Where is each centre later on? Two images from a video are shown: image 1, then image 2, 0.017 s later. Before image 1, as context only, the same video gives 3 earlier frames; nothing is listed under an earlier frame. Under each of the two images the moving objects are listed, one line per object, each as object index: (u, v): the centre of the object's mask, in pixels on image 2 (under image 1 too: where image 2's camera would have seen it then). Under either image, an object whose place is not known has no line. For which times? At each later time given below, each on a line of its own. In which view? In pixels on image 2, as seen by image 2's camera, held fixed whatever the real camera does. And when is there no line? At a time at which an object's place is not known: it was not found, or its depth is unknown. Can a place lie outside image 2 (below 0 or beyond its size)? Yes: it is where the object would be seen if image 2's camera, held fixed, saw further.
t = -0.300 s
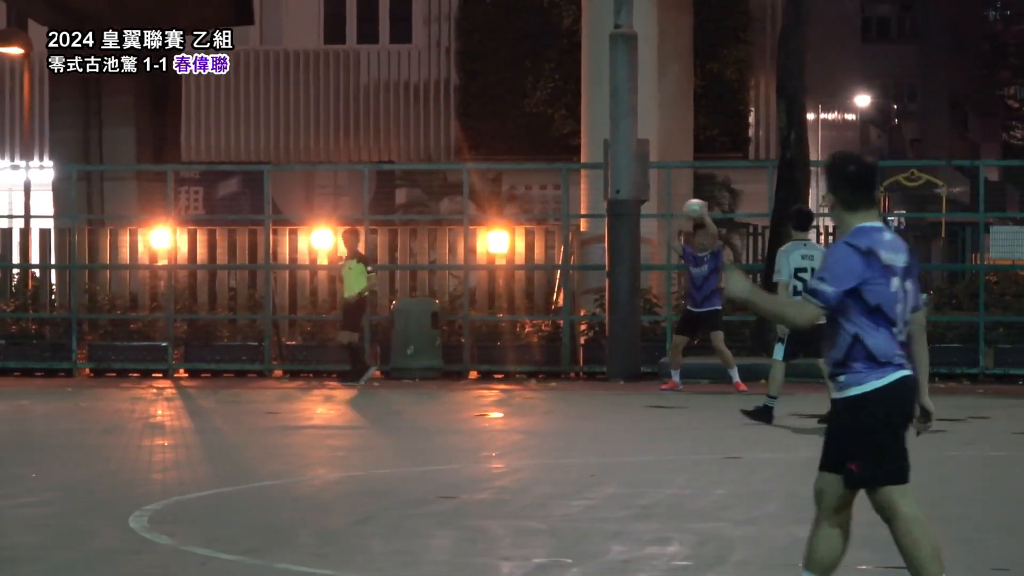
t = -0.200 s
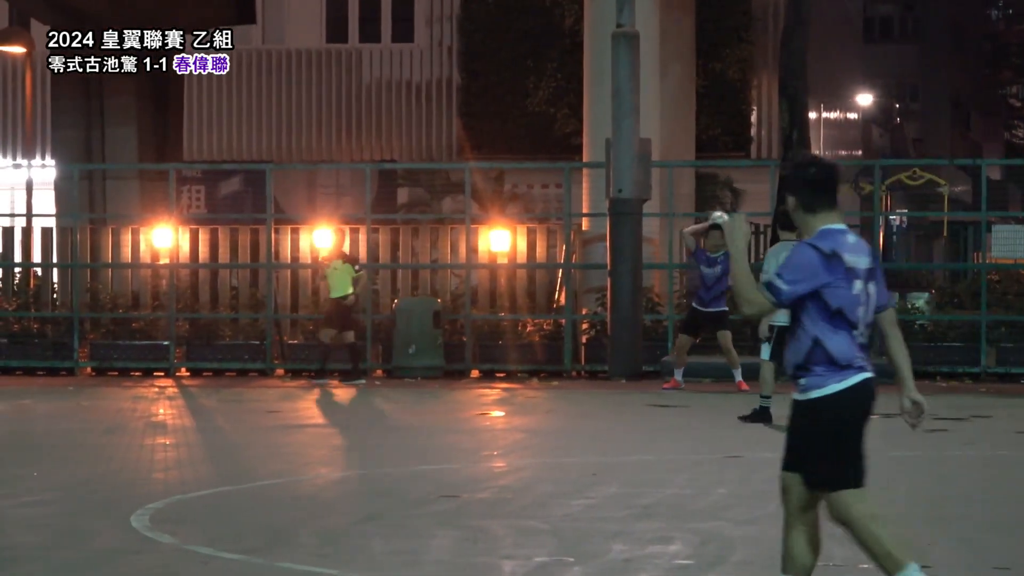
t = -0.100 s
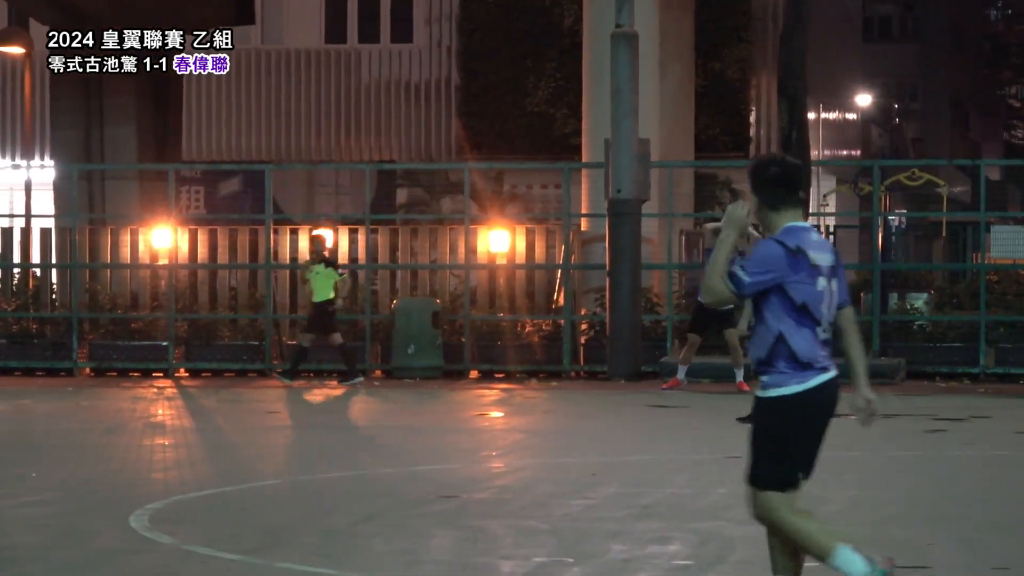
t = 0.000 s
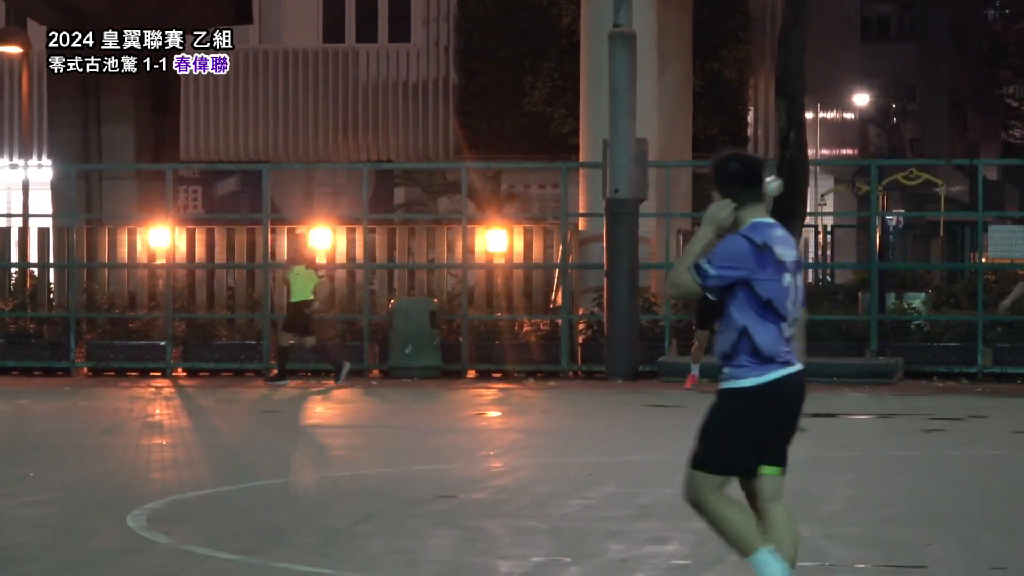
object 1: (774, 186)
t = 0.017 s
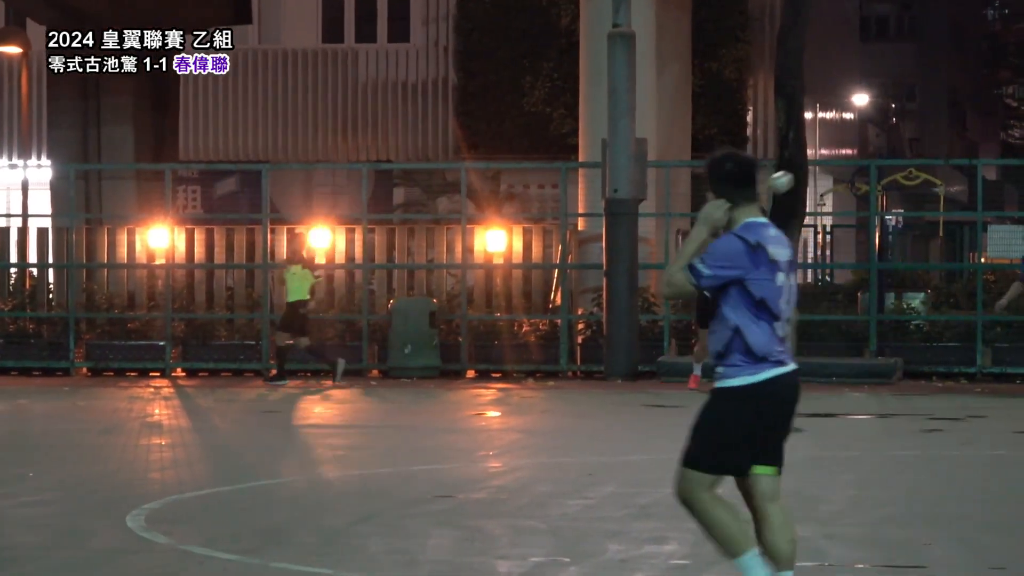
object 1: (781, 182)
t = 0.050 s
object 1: (801, 173)
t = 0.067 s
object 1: (812, 168)
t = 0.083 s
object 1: (824, 164)
